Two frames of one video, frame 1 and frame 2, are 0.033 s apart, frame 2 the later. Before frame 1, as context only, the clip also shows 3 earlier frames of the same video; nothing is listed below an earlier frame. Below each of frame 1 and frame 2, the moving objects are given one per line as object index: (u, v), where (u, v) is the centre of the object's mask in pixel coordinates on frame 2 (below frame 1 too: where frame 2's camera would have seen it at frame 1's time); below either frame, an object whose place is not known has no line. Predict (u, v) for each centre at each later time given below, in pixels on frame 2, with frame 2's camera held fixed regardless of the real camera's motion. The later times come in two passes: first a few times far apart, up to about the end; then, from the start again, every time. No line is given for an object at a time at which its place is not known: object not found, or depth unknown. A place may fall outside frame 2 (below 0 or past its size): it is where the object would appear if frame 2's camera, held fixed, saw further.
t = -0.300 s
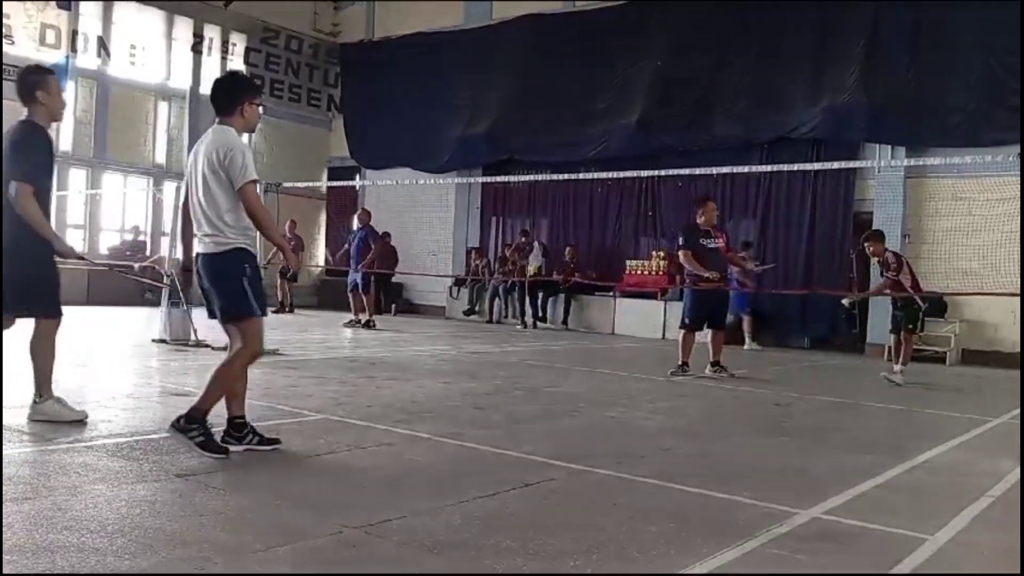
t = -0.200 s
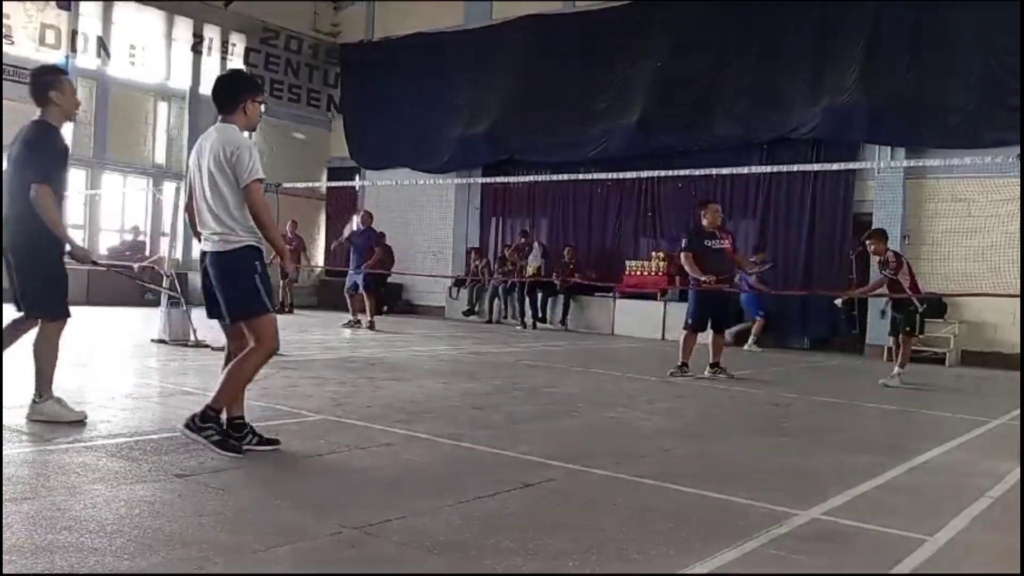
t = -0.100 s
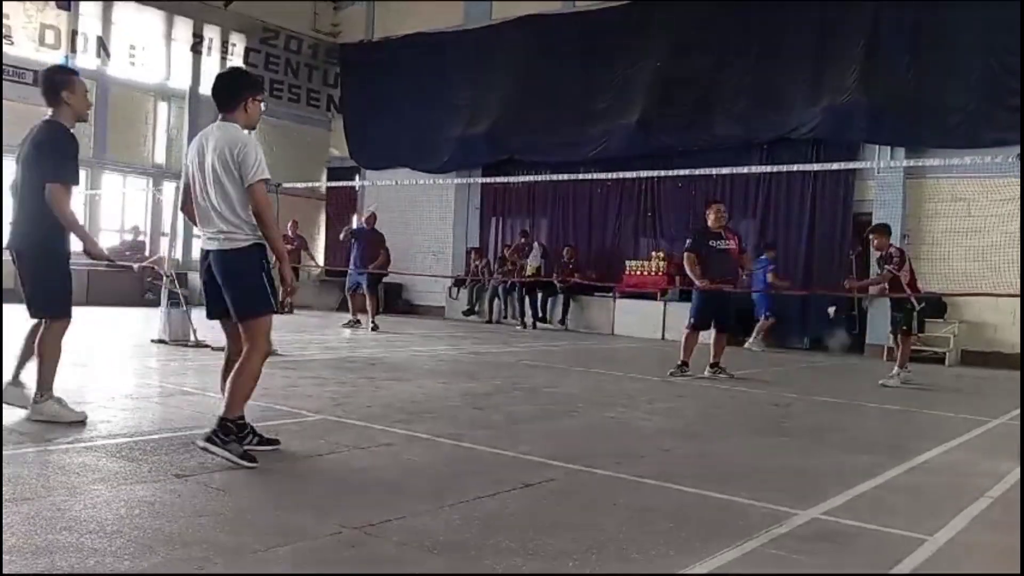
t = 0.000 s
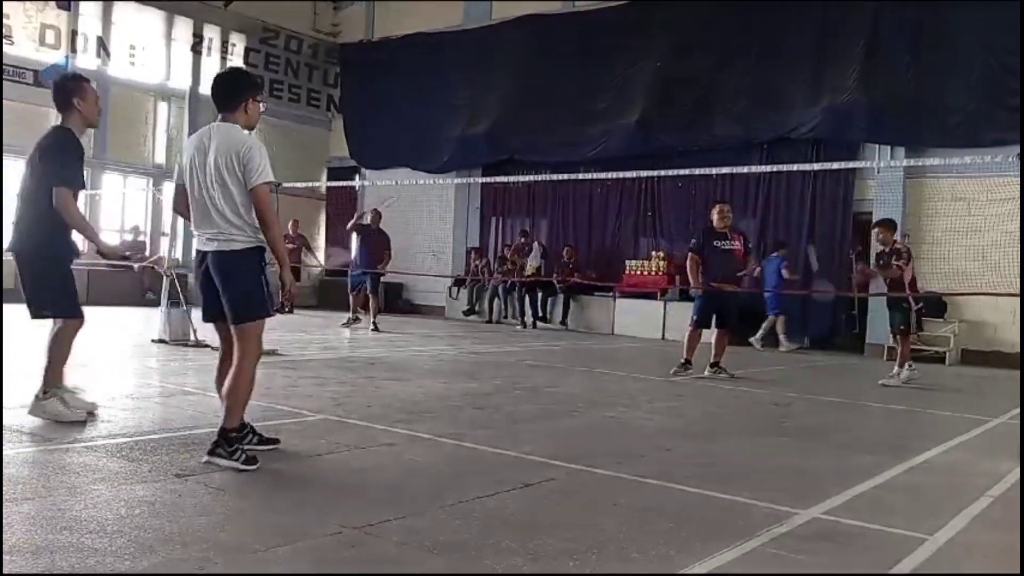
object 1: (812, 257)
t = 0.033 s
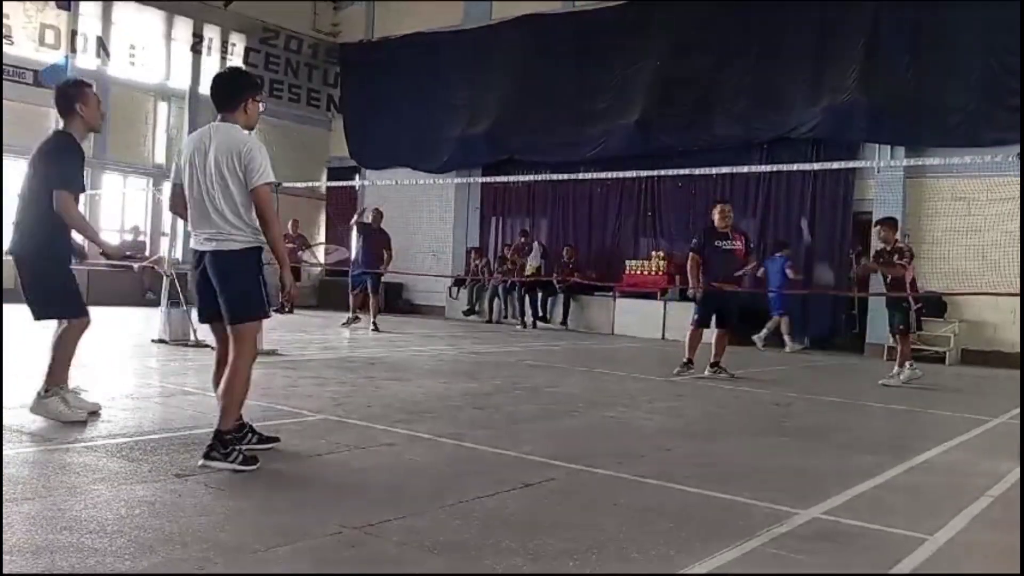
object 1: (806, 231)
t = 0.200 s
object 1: (770, 127)
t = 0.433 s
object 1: (719, 42)
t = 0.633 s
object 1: (672, 21)
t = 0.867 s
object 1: (611, 69)
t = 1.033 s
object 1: (566, 155)
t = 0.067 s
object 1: (800, 206)
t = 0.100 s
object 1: (792, 184)
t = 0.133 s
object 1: (783, 158)
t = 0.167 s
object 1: (777, 145)
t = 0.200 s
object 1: (770, 127)
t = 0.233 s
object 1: (763, 112)
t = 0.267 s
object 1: (756, 97)
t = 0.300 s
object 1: (749, 83)
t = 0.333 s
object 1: (741, 70)
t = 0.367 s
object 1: (734, 60)
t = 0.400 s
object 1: (726, 50)
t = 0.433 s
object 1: (719, 42)
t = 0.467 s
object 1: (712, 35)
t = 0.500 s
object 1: (704, 30)
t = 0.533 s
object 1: (696, 26)
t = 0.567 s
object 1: (689, 23)
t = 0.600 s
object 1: (680, 21)
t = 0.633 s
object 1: (672, 21)
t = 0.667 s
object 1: (663, 23)
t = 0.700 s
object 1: (655, 27)
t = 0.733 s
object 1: (646, 31)
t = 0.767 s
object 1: (638, 38)
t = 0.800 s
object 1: (629, 47)
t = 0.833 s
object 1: (620, 57)
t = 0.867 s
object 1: (611, 69)
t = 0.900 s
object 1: (602, 84)
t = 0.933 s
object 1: (593, 99)
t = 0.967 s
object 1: (584, 116)
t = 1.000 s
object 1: (575, 135)
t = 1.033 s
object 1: (566, 155)
